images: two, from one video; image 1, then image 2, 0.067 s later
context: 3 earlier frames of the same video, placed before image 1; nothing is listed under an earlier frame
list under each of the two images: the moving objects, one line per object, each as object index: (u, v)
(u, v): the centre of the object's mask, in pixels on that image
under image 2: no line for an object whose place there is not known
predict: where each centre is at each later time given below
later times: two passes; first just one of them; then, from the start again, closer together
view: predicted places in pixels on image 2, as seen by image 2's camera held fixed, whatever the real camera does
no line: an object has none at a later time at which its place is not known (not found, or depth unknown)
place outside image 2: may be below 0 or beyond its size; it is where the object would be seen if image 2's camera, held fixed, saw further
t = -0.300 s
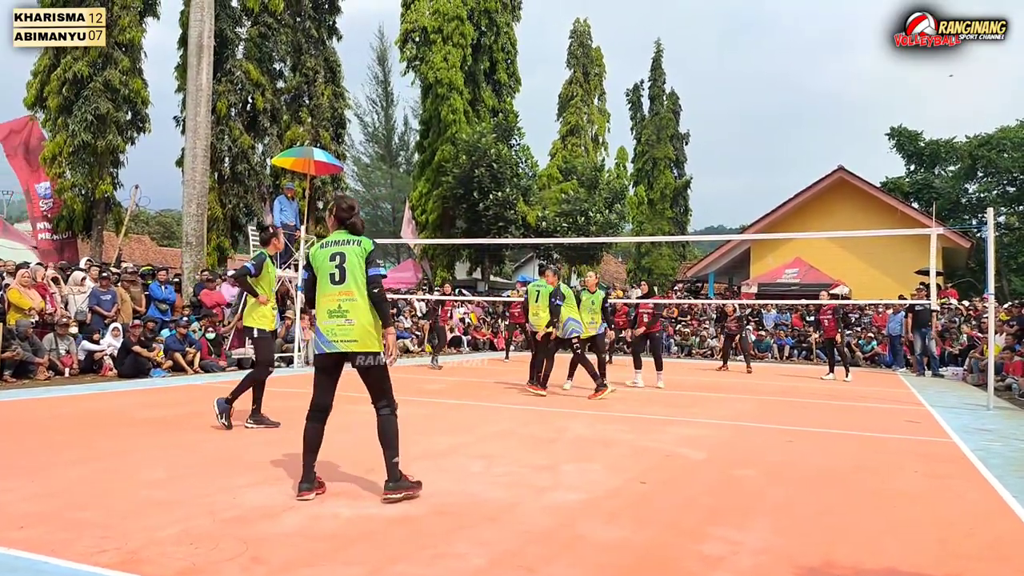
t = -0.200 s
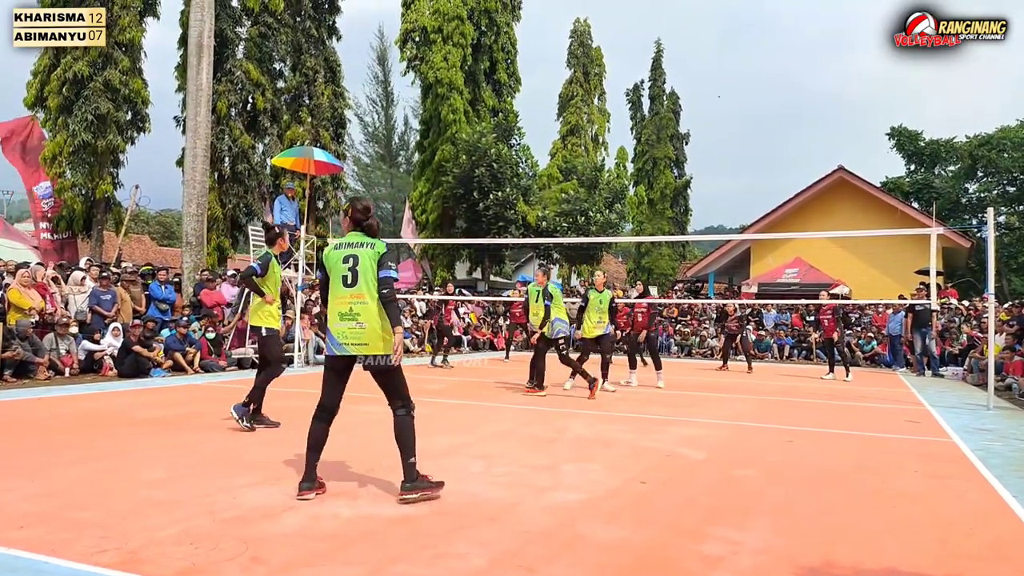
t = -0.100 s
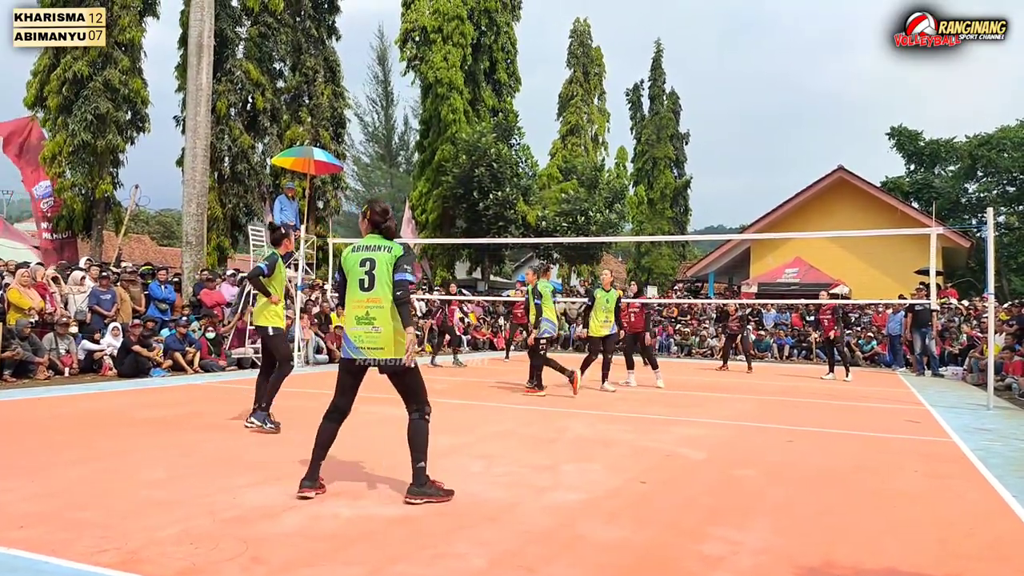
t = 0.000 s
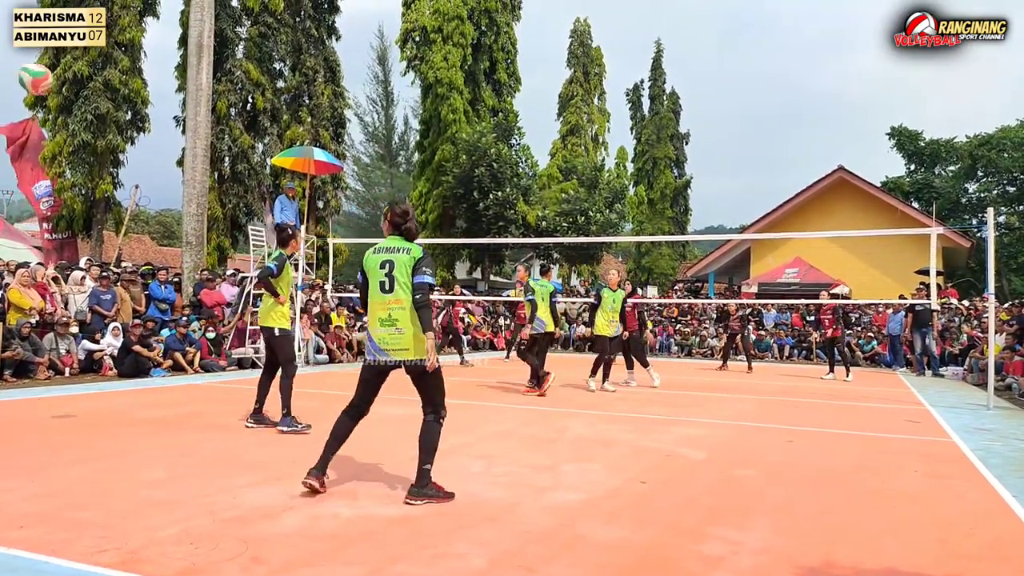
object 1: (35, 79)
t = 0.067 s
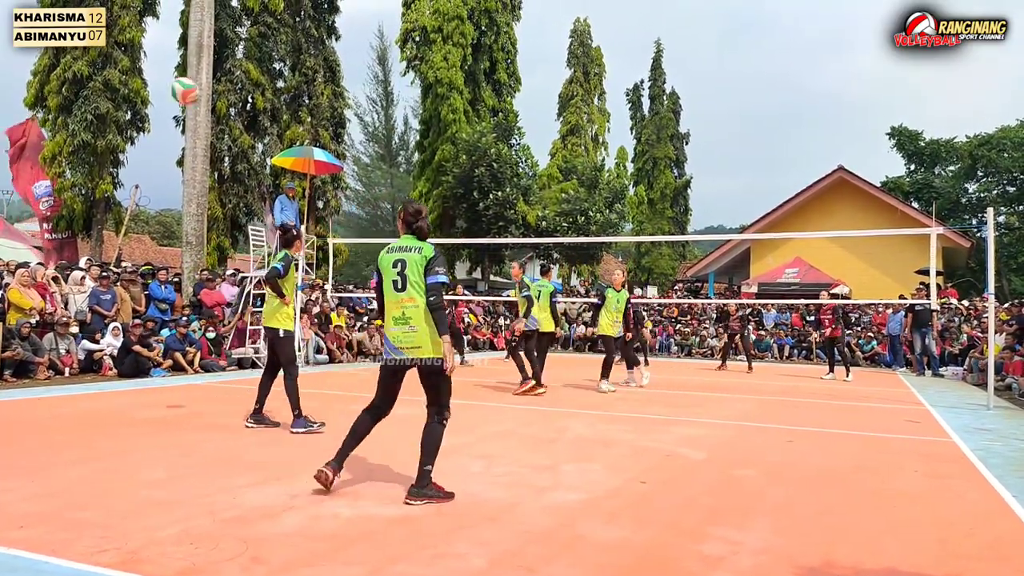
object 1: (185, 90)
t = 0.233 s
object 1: (420, 114)
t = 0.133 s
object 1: (297, 100)
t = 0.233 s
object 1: (420, 114)
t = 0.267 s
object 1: (447, 129)
